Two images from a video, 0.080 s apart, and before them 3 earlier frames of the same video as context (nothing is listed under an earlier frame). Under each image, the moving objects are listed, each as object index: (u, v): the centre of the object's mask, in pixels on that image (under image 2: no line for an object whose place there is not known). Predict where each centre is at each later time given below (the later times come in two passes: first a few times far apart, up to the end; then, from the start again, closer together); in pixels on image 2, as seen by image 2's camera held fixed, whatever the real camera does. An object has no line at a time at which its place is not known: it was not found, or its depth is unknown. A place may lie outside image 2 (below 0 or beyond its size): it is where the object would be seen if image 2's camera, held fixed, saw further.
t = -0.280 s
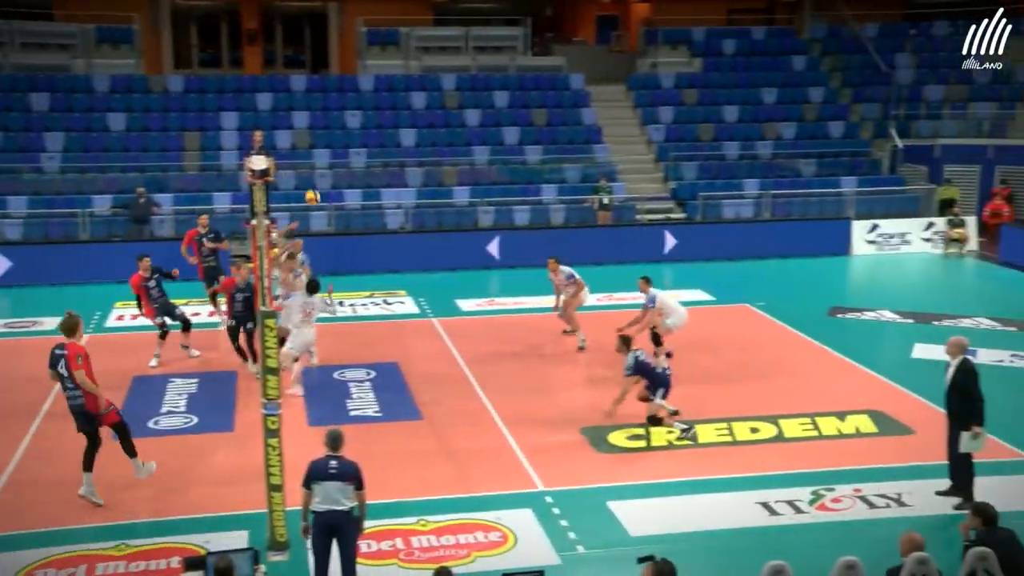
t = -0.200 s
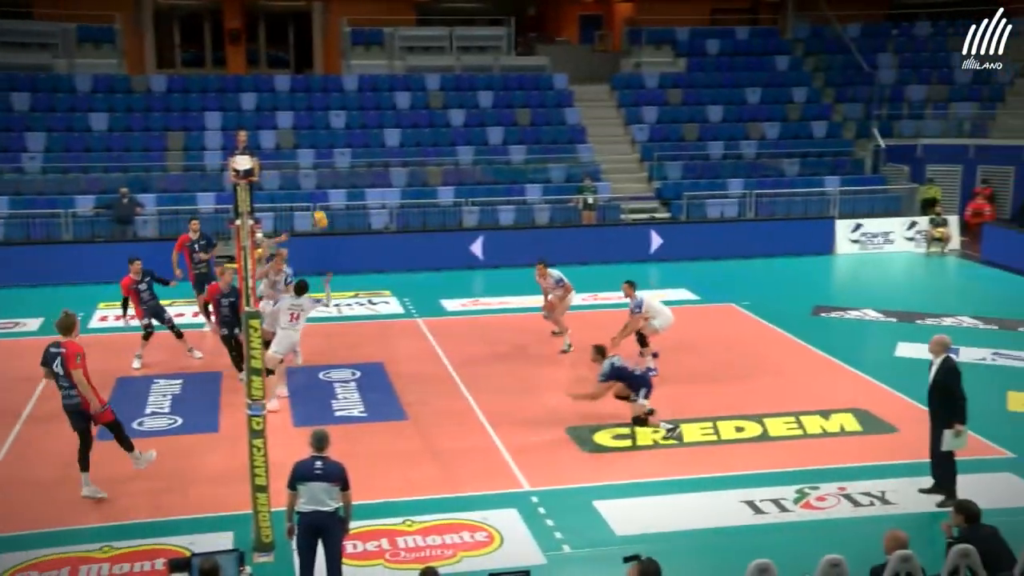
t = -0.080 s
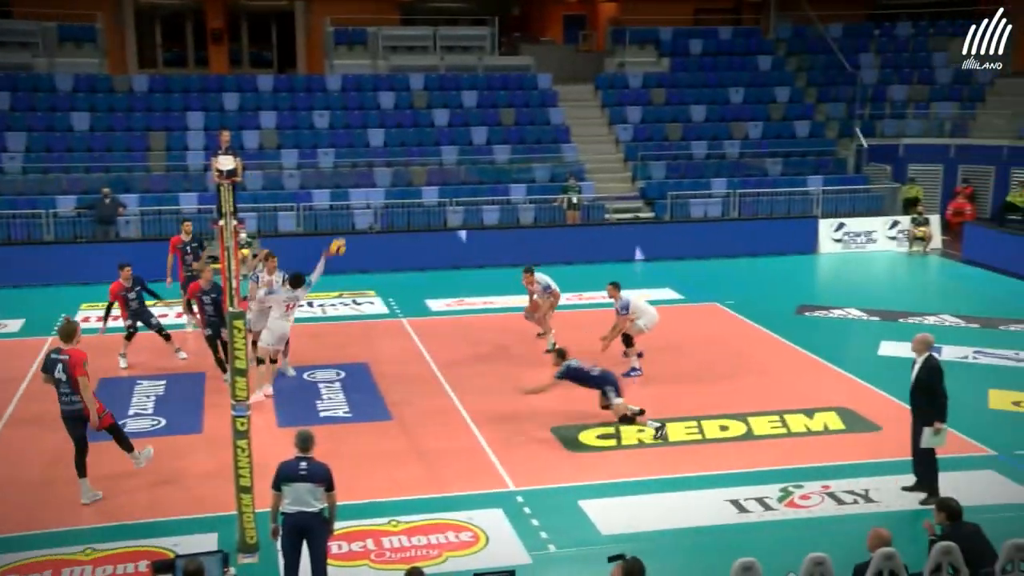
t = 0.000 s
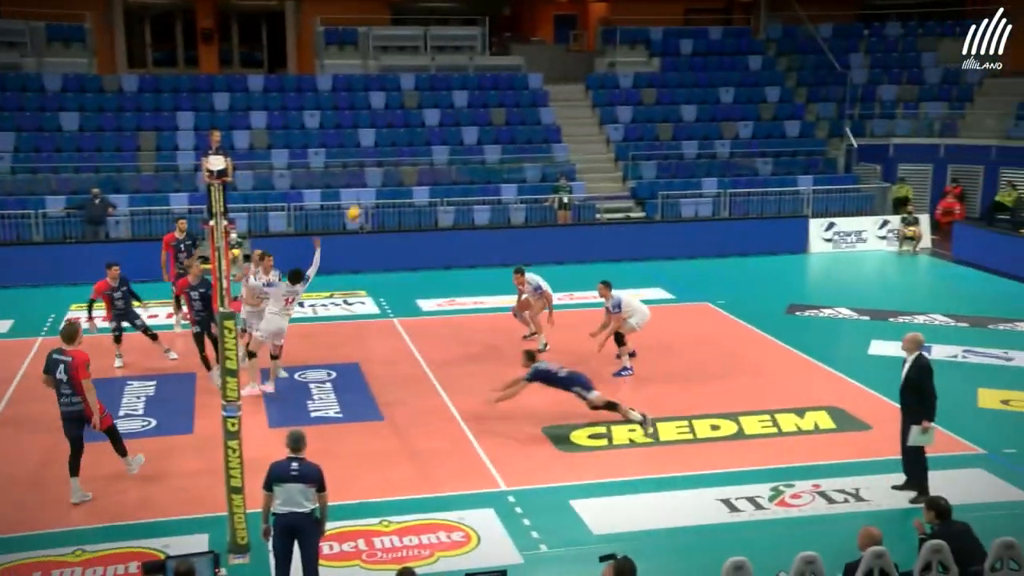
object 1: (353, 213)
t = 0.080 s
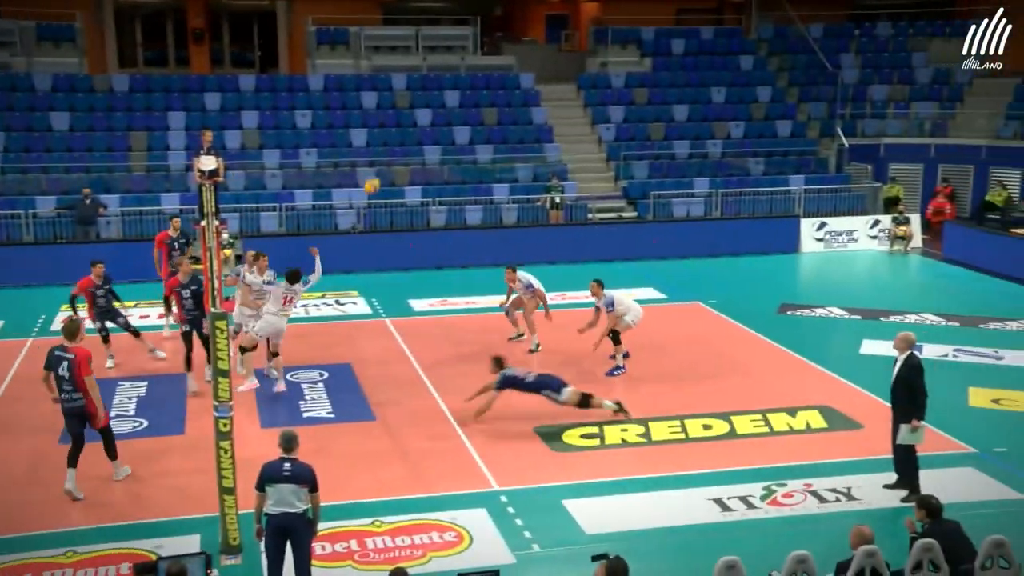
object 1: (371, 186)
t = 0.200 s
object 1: (410, 151)
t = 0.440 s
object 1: (485, 114)
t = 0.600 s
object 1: (534, 113)
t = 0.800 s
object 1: (594, 137)
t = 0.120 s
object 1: (383, 172)
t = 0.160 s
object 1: (396, 161)
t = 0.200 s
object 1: (410, 151)
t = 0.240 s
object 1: (422, 142)
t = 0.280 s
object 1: (435, 134)
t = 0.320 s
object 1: (447, 127)
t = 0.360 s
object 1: (460, 121)
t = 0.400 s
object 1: (473, 118)
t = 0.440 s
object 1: (485, 114)
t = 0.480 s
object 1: (497, 112)
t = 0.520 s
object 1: (510, 112)
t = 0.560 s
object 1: (522, 112)
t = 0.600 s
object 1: (534, 113)
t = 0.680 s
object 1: (559, 120)
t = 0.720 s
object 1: (570, 124)
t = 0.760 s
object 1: (582, 129)
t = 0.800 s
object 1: (594, 137)
